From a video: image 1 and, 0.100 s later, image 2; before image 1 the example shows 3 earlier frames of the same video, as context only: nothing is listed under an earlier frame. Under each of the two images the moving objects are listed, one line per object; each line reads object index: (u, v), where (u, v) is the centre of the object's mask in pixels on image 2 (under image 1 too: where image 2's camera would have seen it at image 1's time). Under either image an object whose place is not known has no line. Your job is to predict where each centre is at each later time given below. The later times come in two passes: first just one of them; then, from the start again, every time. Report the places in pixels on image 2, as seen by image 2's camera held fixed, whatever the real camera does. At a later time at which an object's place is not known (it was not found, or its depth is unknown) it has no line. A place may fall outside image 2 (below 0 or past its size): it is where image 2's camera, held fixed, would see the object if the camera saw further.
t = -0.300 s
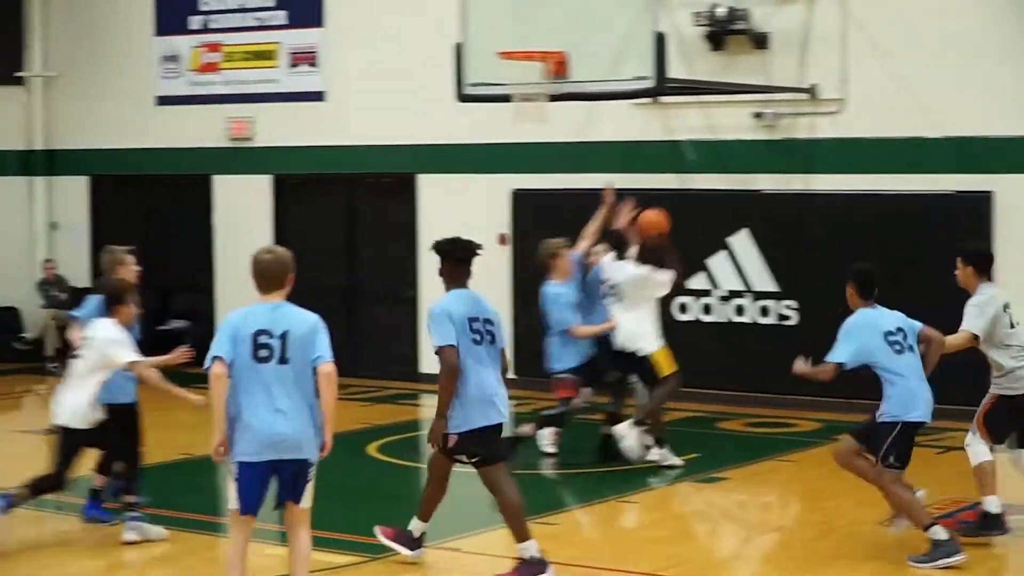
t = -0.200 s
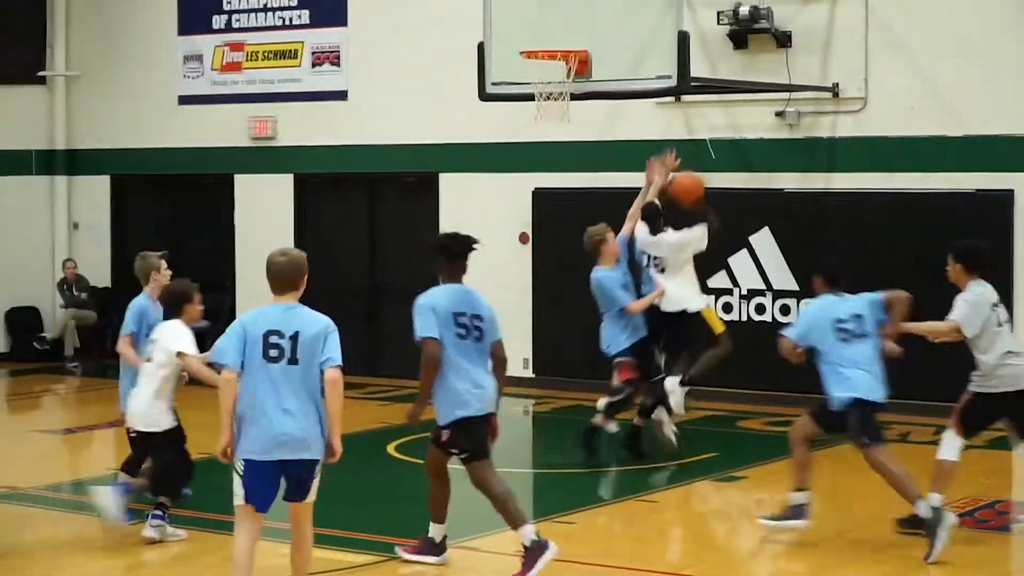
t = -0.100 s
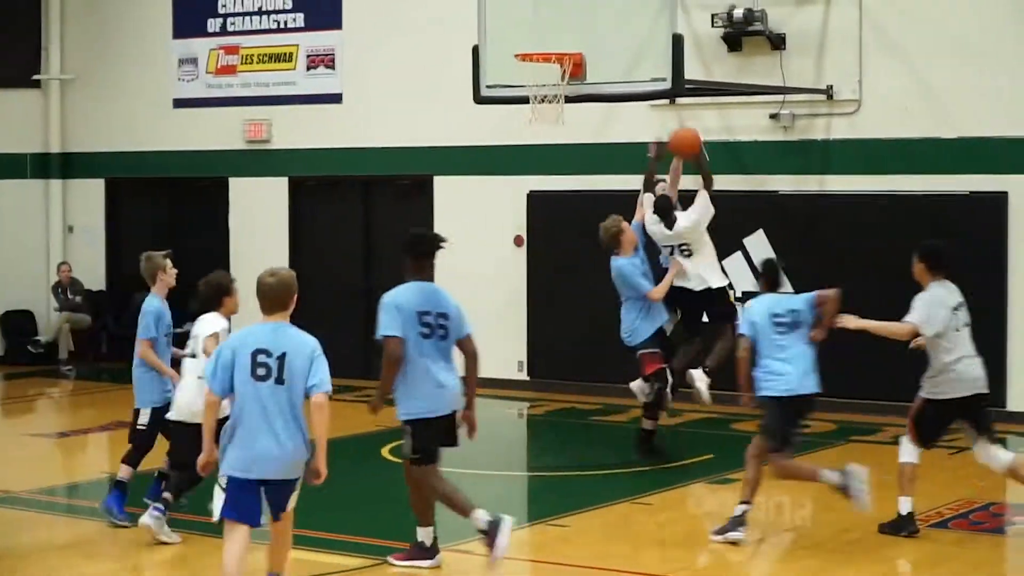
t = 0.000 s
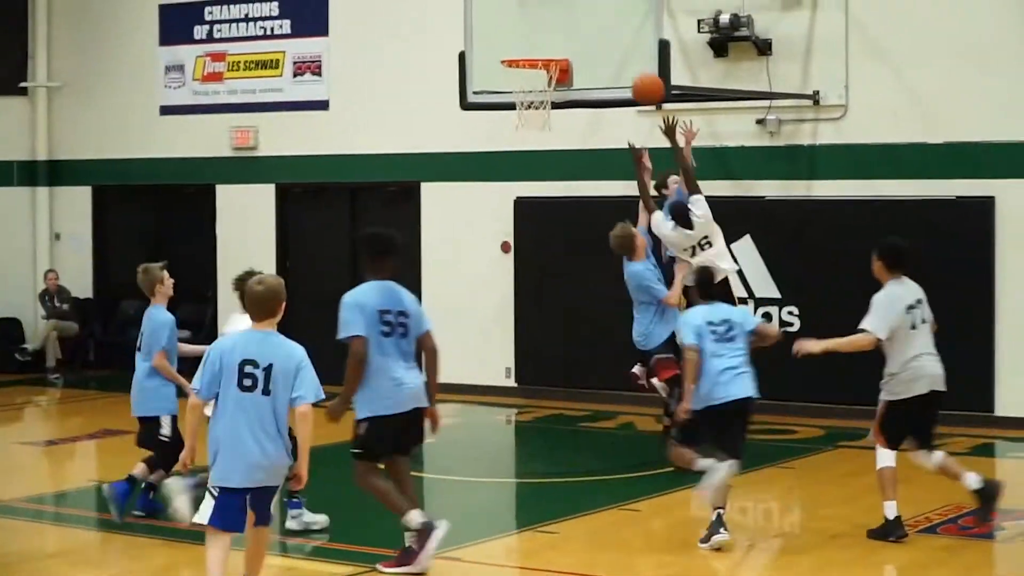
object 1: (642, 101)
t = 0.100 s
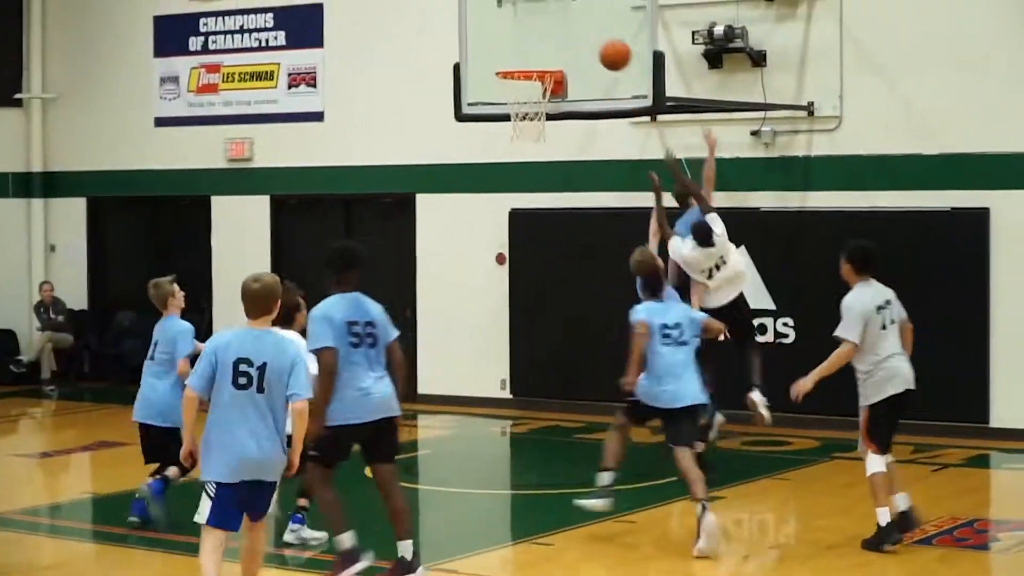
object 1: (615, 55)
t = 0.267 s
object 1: (572, 12)
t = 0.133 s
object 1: (606, 43)
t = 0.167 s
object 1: (597, 33)
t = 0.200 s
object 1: (589, 25)
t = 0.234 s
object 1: (580, 18)
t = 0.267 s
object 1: (572, 12)
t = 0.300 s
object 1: (564, 8)
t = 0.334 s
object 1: (556, 6)
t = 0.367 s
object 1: (548, 5)
